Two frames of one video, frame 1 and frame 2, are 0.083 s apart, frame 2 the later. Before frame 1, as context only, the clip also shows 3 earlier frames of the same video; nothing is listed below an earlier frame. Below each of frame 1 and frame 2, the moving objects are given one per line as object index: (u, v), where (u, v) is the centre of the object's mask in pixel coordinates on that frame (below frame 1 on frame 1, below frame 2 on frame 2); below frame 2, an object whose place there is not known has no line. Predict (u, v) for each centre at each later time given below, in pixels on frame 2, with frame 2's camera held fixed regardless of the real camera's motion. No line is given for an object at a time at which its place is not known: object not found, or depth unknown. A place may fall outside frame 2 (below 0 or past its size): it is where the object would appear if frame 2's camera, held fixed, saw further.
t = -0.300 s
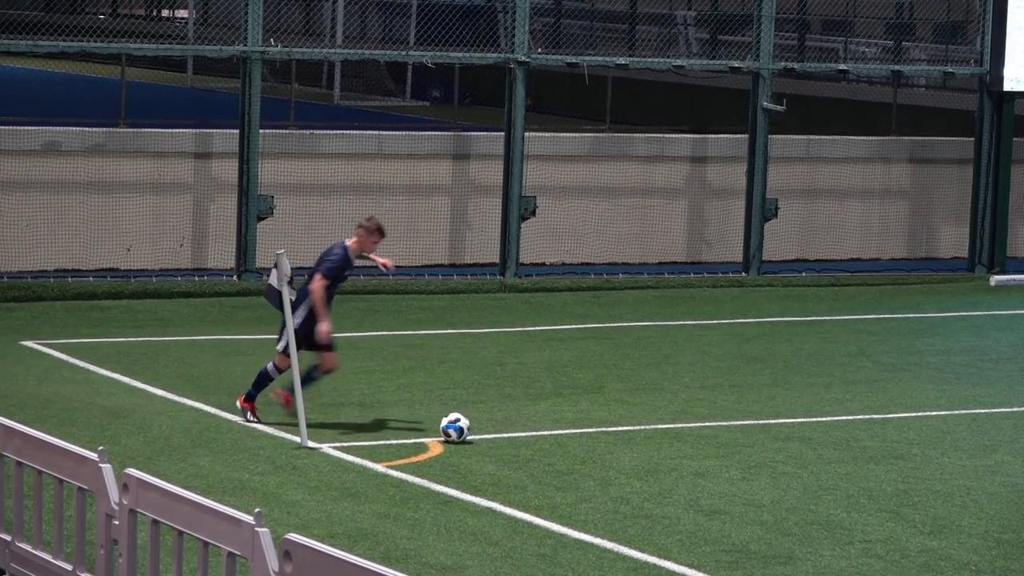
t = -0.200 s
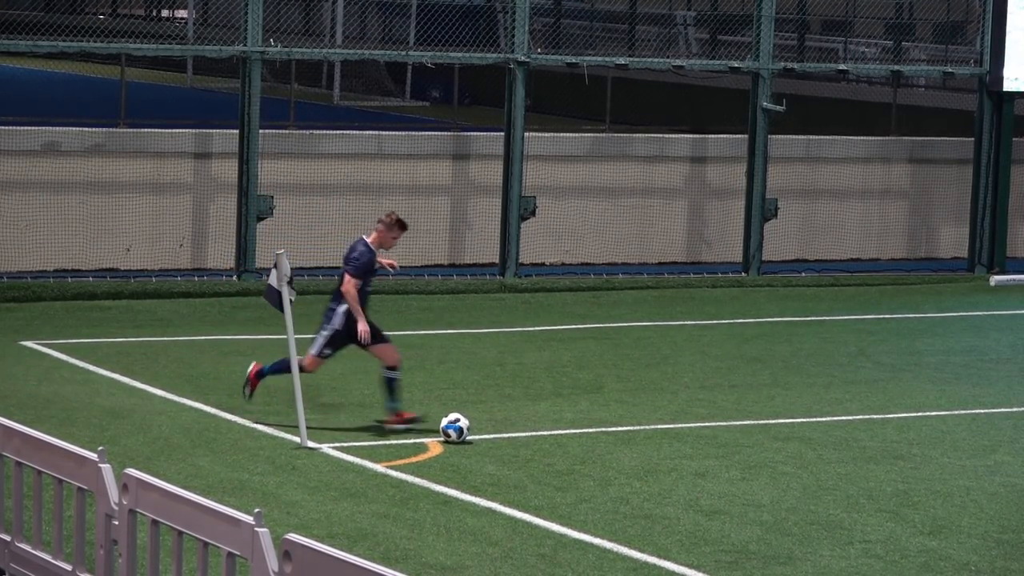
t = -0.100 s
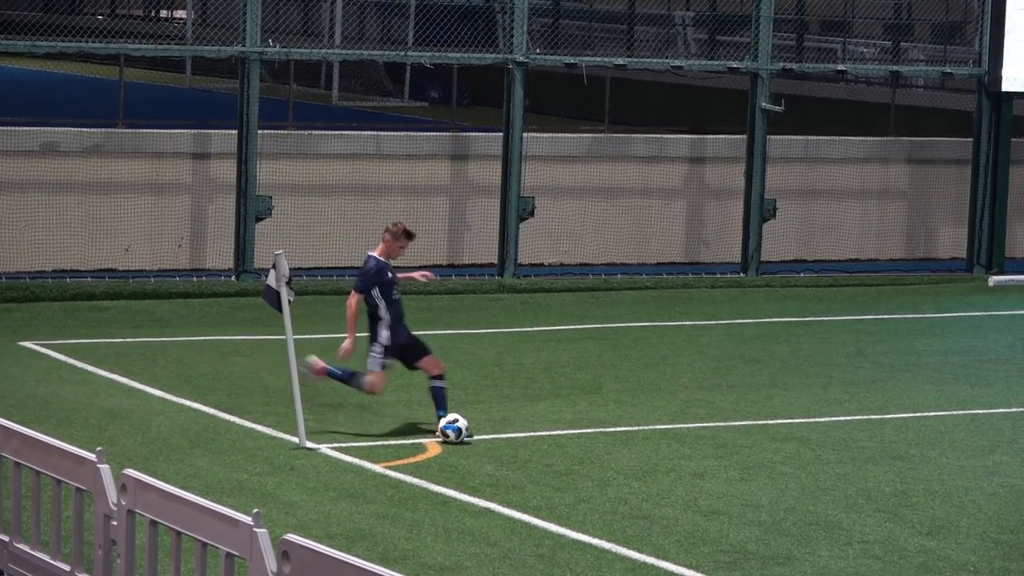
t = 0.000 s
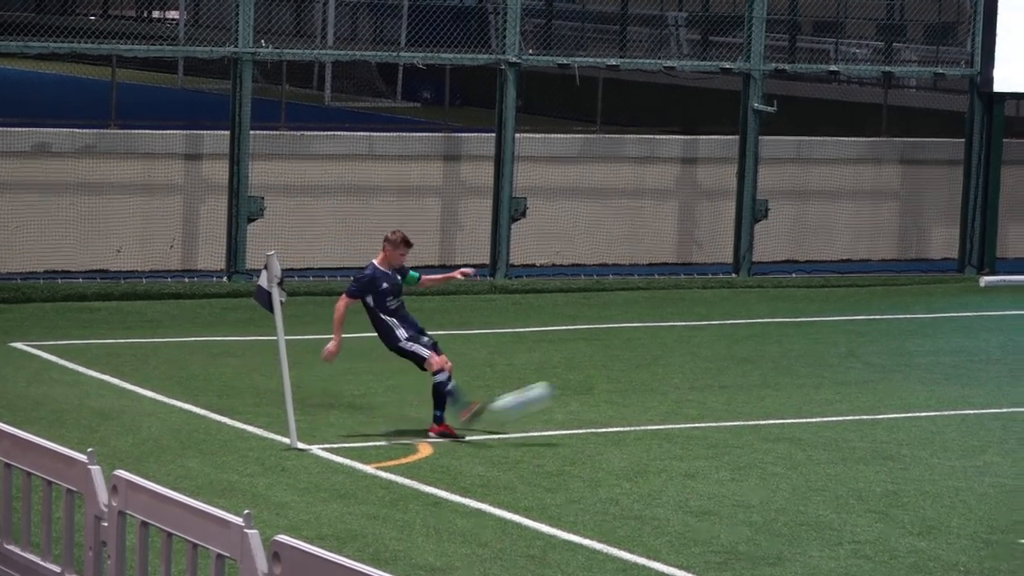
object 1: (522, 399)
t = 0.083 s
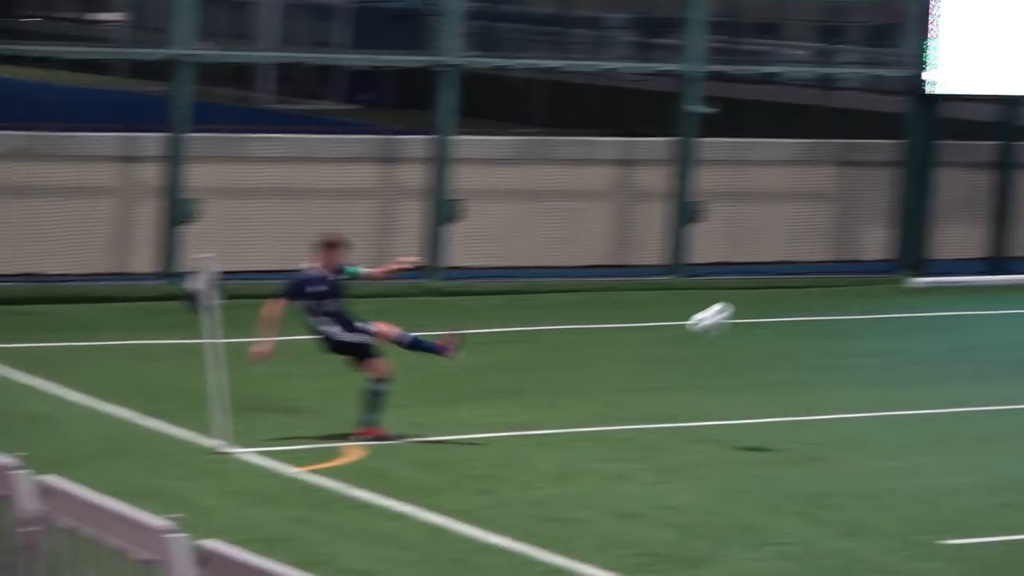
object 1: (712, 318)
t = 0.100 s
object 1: (762, 302)
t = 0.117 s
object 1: (809, 288)
